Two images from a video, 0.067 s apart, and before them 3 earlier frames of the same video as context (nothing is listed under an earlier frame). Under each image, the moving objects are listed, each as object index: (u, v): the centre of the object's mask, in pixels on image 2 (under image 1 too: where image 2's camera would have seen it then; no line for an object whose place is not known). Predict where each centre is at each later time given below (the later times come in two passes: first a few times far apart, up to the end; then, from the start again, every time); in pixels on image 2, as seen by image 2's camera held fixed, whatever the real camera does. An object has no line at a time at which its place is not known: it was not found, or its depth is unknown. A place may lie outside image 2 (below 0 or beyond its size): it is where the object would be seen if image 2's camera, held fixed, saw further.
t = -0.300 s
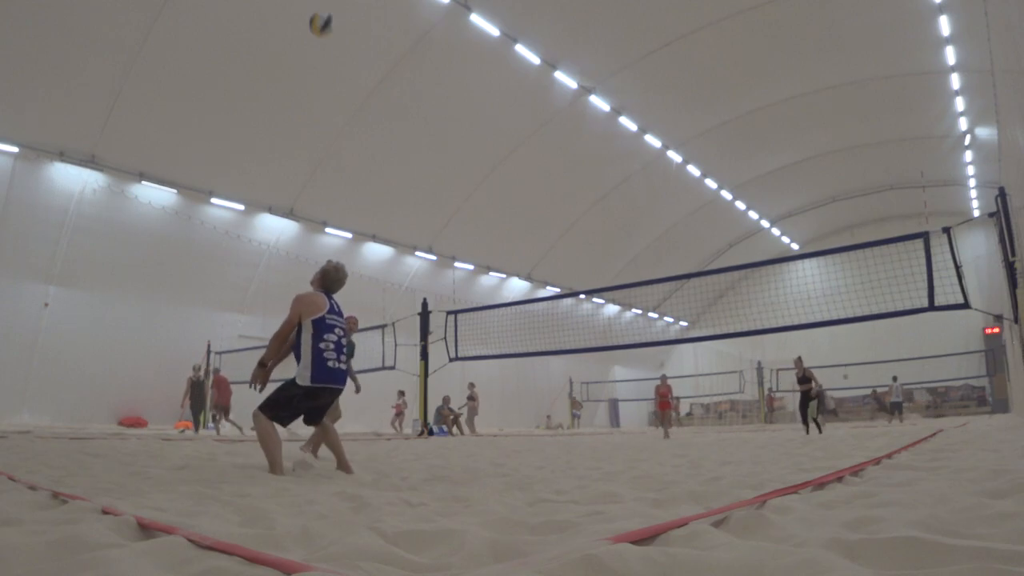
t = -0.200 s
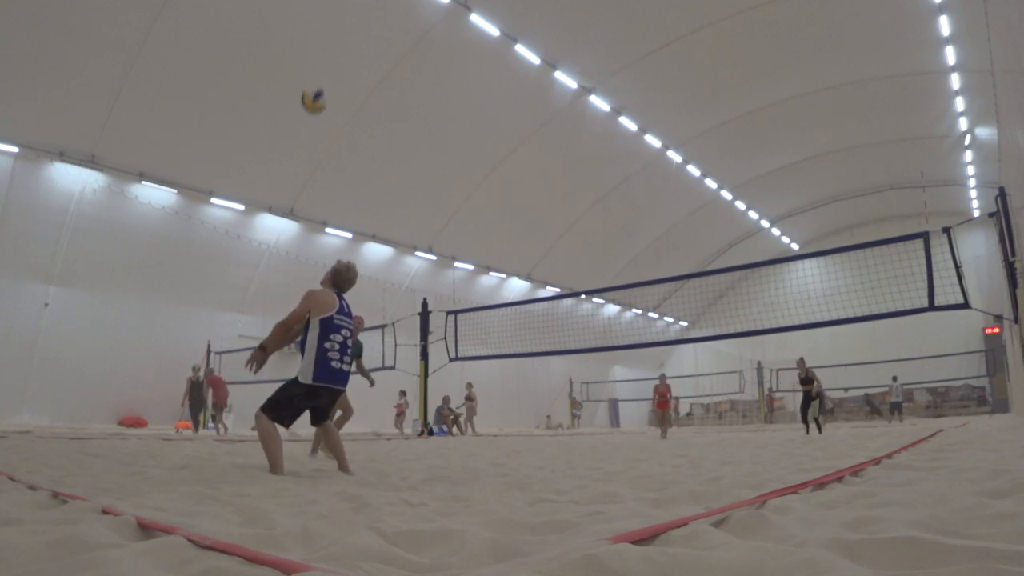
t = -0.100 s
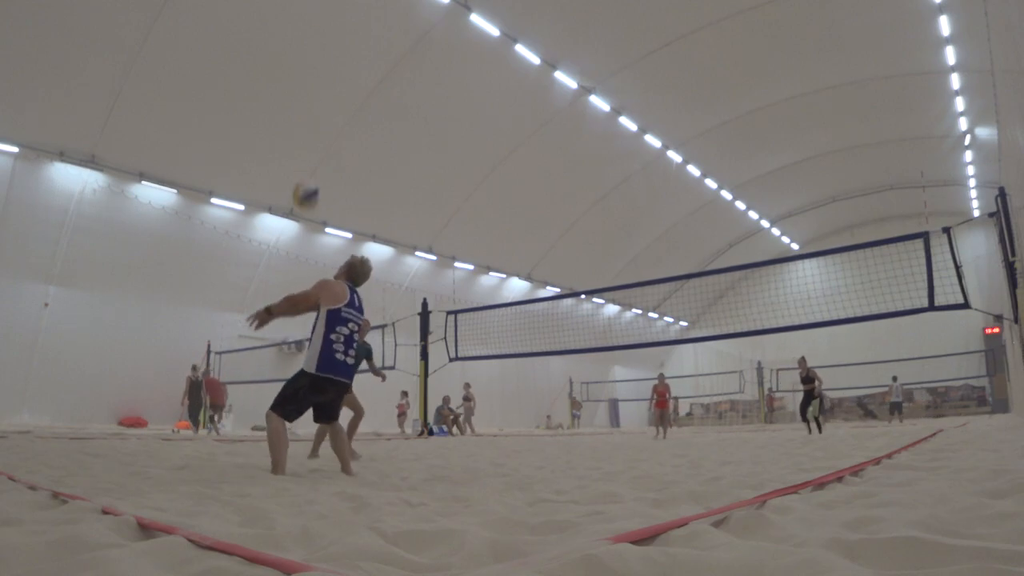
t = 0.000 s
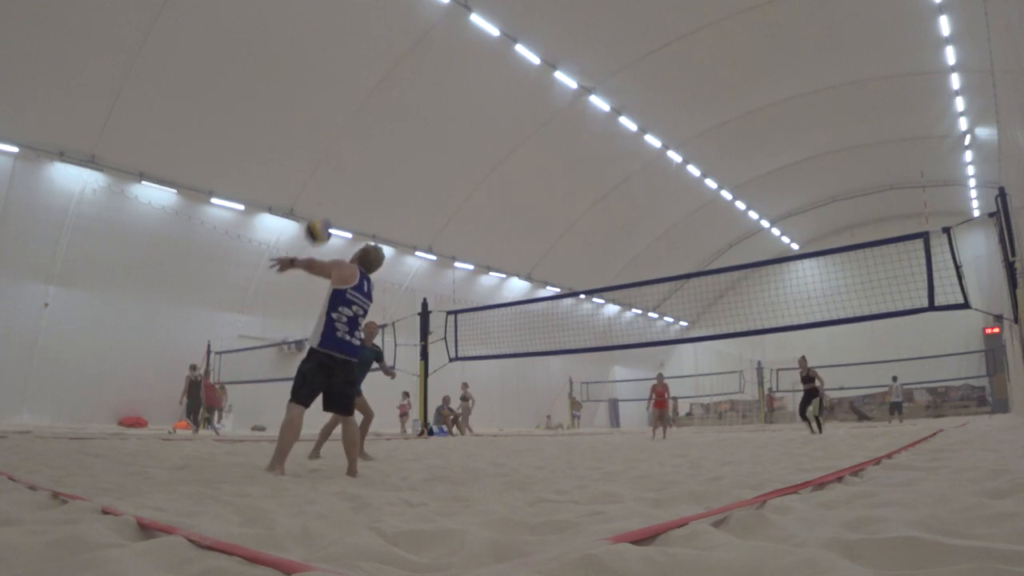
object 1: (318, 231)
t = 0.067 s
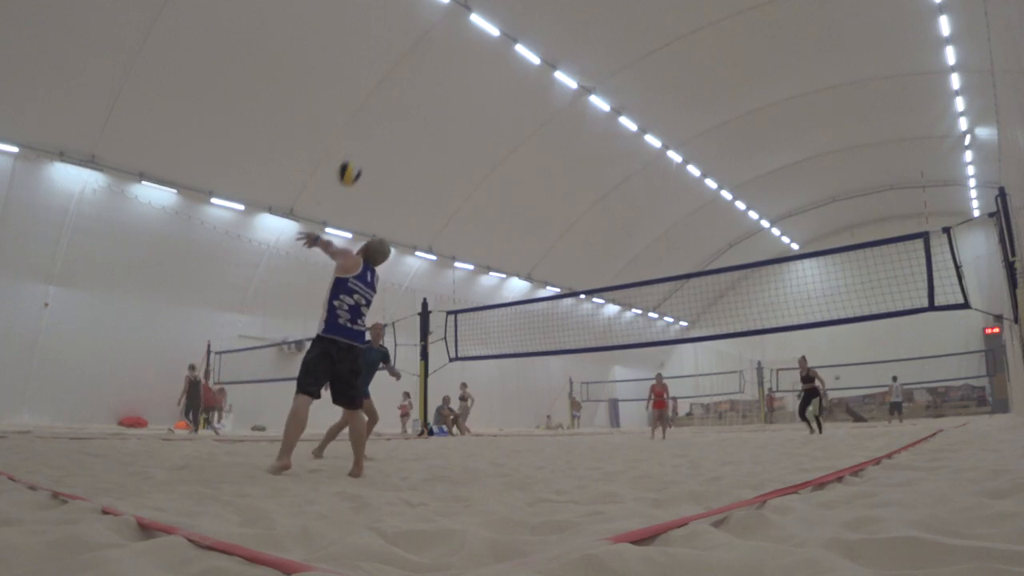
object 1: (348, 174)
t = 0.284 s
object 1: (421, 62)
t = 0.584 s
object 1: (488, 18)
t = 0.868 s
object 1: (532, 38)
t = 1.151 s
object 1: (569, 96)
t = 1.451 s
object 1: (600, 194)
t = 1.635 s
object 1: (618, 272)
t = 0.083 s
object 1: (355, 161)
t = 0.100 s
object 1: (362, 150)
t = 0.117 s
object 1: (369, 139)
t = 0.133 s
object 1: (375, 128)
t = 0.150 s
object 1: (381, 118)
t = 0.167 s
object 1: (387, 109)
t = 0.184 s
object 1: (392, 101)
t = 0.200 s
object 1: (398, 93)
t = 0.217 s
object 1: (403, 86)
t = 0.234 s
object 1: (408, 79)
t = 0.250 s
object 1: (412, 74)
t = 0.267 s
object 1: (417, 67)
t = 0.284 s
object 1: (421, 62)
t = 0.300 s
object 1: (426, 57)
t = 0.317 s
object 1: (430, 52)
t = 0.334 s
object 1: (434, 48)
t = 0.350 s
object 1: (438, 45)
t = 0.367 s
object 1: (443, 41)
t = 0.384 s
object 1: (447, 38)
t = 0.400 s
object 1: (451, 36)
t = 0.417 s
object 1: (455, 33)
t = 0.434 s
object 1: (459, 30)
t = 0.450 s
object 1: (463, 27)
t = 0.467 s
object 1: (465, 27)
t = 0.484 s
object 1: (467, 25)
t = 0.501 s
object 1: (471, 23)
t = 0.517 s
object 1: (474, 21)
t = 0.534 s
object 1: (477, 20)
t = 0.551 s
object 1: (481, 20)
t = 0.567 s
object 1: (485, 19)
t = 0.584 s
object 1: (488, 18)
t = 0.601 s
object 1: (492, 17)
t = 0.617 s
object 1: (495, 17)
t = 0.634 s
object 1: (498, 18)
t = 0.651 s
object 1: (501, 19)
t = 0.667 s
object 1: (503, 19)
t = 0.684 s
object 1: (506, 20)
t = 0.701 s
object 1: (509, 21)
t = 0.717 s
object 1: (511, 22)
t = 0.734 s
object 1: (513, 23)
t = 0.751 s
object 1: (515, 25)
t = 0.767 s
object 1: (518, 27)
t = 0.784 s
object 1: (520, 28)
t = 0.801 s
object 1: (523, 30)
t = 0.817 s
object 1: (525, 31)
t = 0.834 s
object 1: (527, 32)
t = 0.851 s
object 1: (529, 34)
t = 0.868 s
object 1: (532, 38)
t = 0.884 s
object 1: (534, 40)
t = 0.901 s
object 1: (537, 43)
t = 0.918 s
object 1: (539, 46)
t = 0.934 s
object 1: (542, 49)
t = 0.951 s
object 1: (544, 51)
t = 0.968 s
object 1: (546, 54)
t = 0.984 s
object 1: (547, 58)
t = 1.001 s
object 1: (548, 61)
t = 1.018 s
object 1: (550, 64)
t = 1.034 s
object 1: (552, 67)
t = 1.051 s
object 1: (554, 70)
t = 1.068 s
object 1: (557, 75)
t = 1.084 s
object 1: (559, 79)
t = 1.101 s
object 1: (561, 84)
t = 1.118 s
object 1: (564, 89)
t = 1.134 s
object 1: (566, 92)
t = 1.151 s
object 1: (569, 96)
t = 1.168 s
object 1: (570, 101)
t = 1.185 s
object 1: (572, 105)
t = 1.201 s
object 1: (573, 110)
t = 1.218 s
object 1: (574, 115)
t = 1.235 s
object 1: (576, 119)
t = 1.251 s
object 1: (577, 124)
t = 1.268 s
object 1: (580, 131)
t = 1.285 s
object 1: (582, 136)
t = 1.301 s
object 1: (584, 141)
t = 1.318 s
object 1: (586, 146)
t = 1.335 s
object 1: (587, 152)
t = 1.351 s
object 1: (589, 158)
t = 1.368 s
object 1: (590, 164)
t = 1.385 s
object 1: (592, 170)
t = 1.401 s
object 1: (594, 177)
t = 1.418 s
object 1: (596, 182)
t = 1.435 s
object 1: (598, 188)
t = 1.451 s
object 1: (600, 194)
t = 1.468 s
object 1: (601, 200)
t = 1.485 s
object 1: (603, 207)
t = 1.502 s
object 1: (604, 214)
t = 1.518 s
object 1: (605, 221)
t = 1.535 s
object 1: (607, 228)
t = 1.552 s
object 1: (609, 235)
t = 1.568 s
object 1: (610, 242)
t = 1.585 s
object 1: (613, 249)
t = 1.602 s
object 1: (615, 257)
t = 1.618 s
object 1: (616, 264)
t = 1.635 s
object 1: (618, 272)
